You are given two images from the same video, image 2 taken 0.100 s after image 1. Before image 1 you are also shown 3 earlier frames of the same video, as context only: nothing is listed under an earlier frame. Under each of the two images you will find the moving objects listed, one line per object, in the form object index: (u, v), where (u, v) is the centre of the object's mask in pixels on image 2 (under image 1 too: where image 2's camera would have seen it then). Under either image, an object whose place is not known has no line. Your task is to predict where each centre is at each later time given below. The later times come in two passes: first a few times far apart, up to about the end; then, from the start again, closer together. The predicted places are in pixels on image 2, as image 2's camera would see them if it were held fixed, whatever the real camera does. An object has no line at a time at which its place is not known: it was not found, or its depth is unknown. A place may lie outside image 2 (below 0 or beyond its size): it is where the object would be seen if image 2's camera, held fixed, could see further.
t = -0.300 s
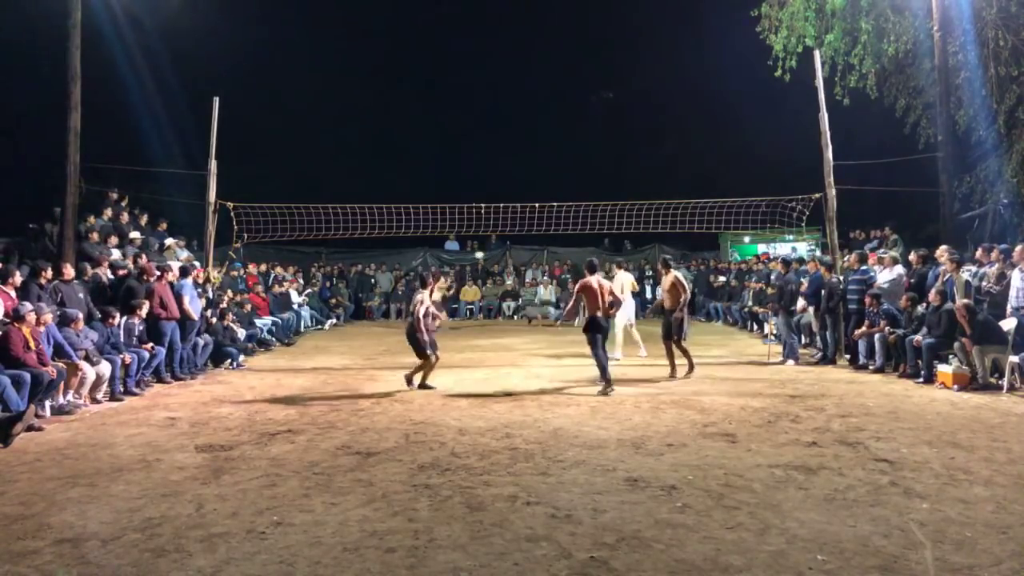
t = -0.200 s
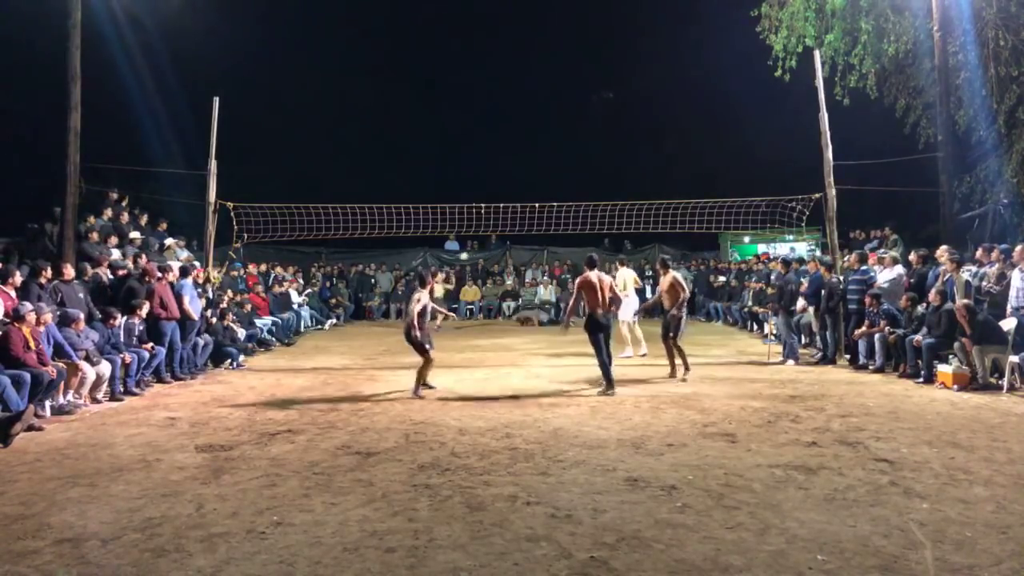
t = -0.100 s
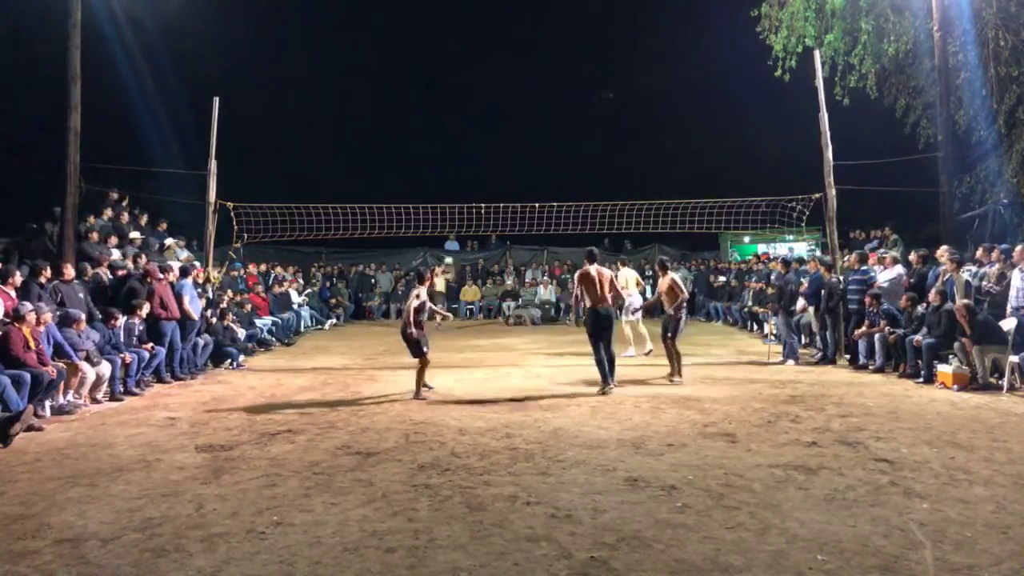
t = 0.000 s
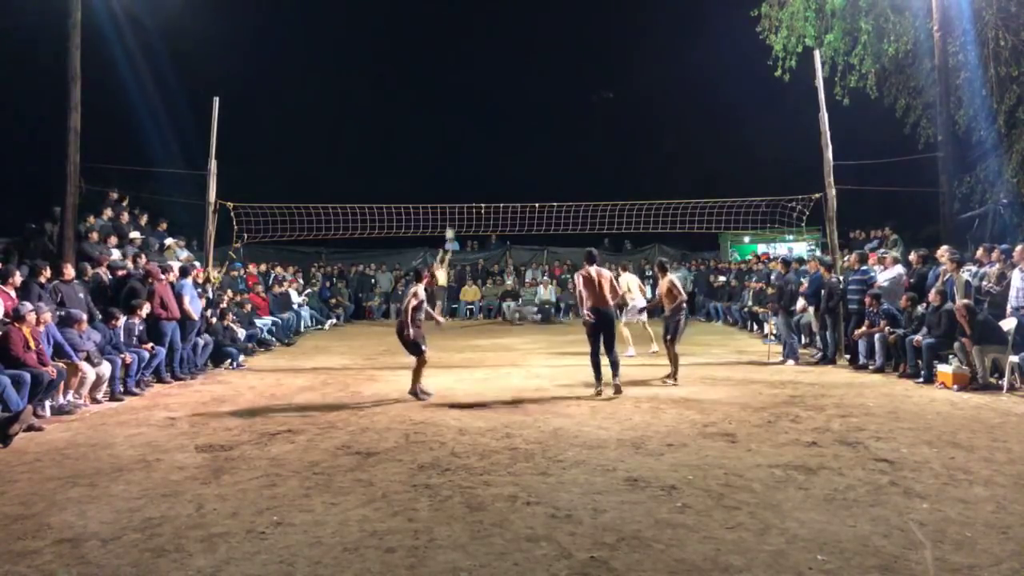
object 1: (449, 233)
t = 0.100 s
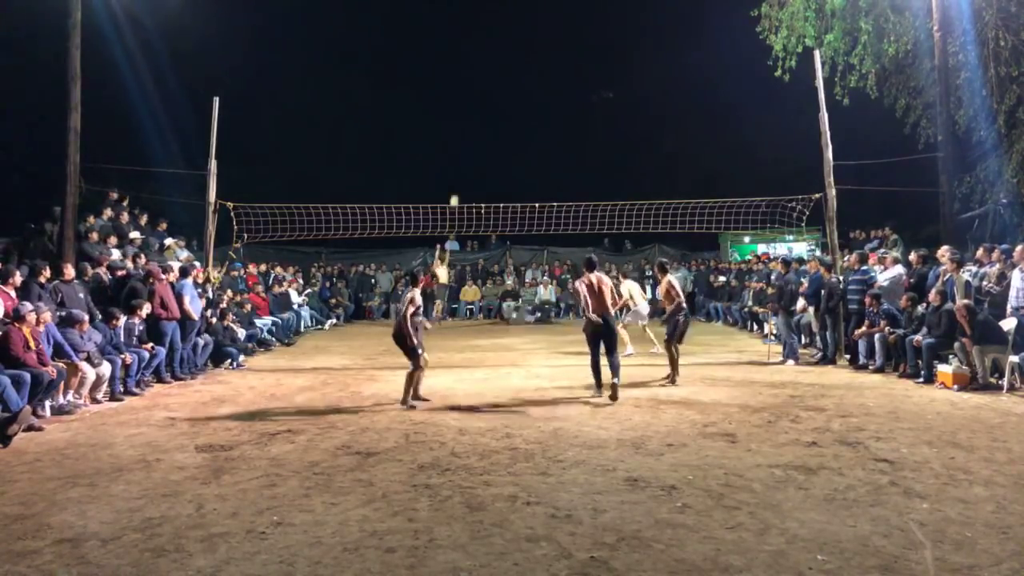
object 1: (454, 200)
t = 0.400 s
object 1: (469, 121)
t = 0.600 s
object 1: (480, 85)
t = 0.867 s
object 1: (495, 64)
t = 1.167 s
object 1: (514, 78)
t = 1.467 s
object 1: (535, 140)
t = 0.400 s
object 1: (469, 121)
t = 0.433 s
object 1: (471, 114)
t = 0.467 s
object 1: (472, 107)
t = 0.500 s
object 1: (474, 101)
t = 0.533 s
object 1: (476, 95)
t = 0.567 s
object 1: (478, 90)
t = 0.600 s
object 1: (480, 85)
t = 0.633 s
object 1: (482, 81)
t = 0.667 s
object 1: (483, 77)
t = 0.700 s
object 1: (485, 73)
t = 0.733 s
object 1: (487, 70)
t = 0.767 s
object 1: (489, 68)
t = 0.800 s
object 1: (491, 66)
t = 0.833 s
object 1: (493, 65)
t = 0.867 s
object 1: (495, 64)
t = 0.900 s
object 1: (497, 63)
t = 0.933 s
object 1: (499, 63)
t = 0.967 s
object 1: (501, 64)
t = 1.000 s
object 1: (503, 65)
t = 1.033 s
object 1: (505, 66)
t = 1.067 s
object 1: (508, 68)
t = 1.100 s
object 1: (510, 71)
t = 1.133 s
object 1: (512, 74)
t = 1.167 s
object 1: (514, 78)
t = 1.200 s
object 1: (517, 82)
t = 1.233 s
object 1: (519, 87)
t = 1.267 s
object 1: (521, 93)
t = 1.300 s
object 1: (524, 99)
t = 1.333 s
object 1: (526, 106)
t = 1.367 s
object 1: (528, 114)
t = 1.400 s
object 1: (531, 122)
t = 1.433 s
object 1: (533, 131)
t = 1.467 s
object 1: (535, 140)
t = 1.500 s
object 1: (538, 150)
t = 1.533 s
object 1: (541, 160)
